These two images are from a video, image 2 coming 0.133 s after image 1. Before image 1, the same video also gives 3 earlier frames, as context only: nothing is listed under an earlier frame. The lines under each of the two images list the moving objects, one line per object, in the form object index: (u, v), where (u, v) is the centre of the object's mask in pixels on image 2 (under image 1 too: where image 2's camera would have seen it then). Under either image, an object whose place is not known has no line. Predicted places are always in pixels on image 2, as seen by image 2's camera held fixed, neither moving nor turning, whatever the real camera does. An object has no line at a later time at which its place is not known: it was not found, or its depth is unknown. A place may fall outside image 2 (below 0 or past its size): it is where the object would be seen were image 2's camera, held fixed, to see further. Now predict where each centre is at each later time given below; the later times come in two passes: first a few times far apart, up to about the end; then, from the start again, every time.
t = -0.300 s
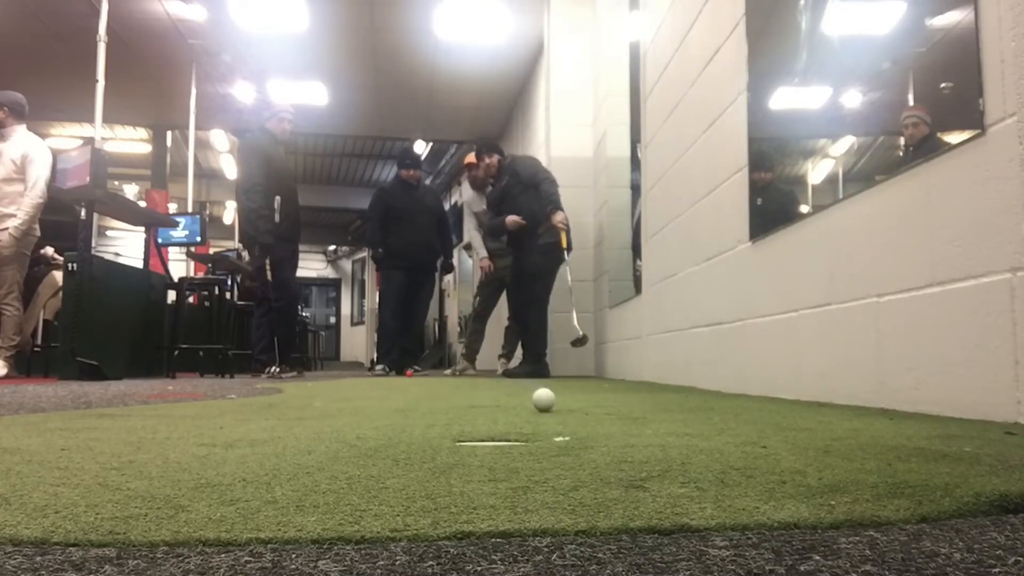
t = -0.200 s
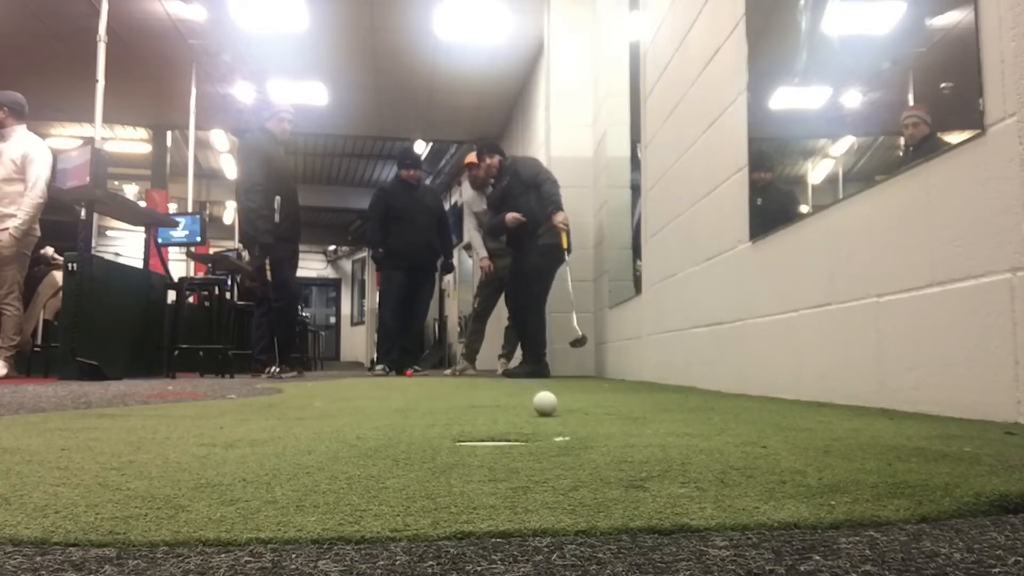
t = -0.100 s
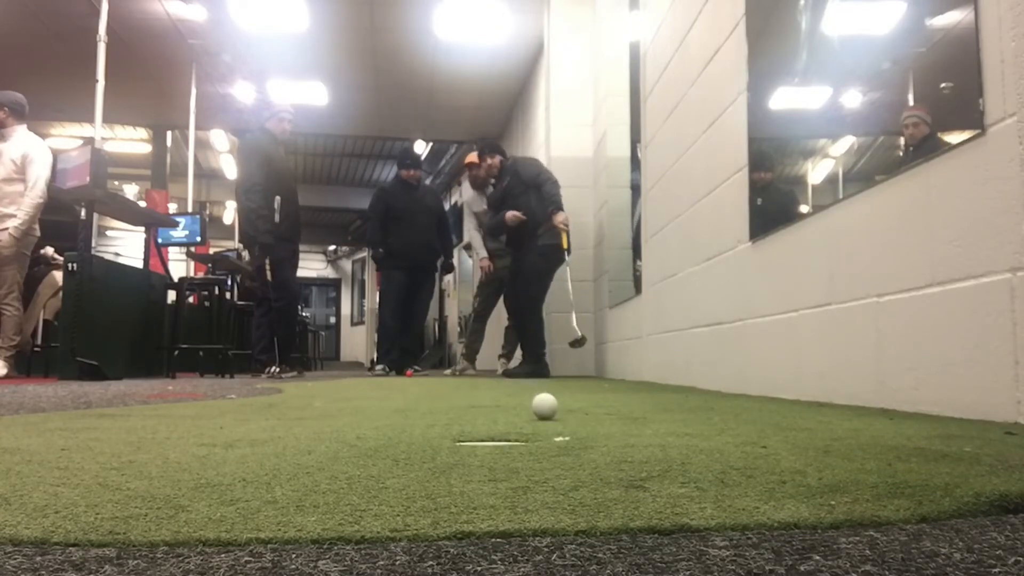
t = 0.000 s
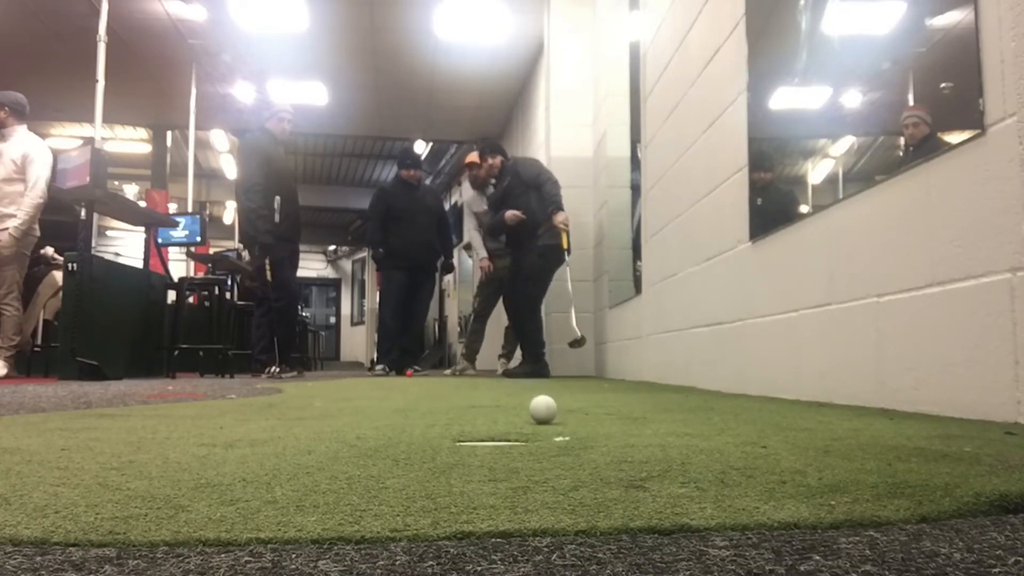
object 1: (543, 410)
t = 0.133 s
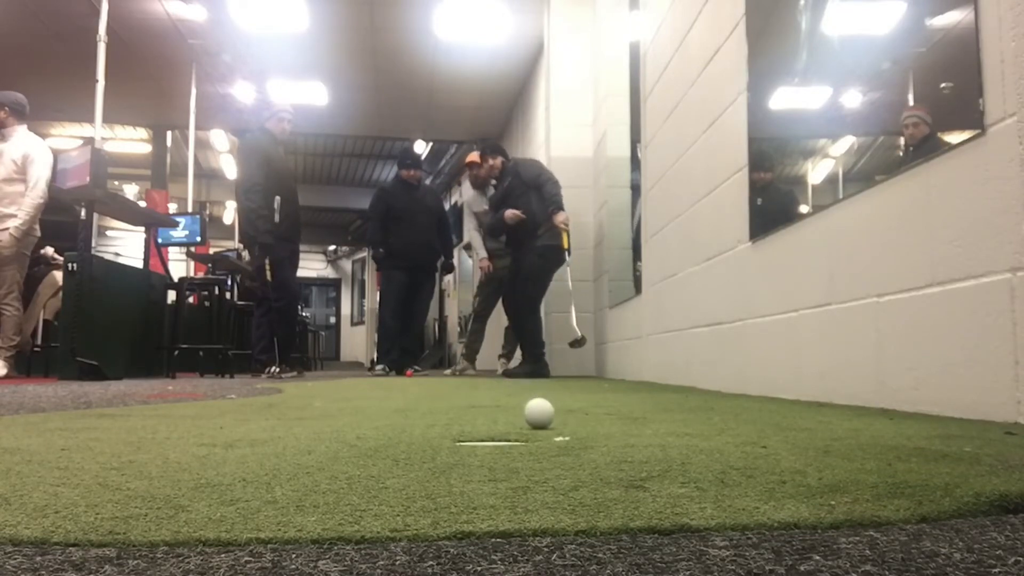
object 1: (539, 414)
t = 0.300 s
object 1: (532, 420)
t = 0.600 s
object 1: (424, 427)
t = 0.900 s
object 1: (277, 436)
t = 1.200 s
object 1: (130, 442)
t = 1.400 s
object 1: (46, 444)
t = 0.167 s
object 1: (538, 414)
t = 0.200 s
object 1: (537, 415)
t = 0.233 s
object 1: (535, 416)
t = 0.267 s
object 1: (534, 417)
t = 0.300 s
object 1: (532, 420)
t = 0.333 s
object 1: (530, 423)
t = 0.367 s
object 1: (527, 427)
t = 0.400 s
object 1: (518, 429)
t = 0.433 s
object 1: (503, 427)
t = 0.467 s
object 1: (486, 425)
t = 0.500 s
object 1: (471, 424)
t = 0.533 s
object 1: (455, 424)
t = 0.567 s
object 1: (440, 426)
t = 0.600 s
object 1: (424, 427)
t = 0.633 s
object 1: (409, 428)
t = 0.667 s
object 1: (392, 429)
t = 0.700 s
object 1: (376, 431)
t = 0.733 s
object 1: (361, 431)
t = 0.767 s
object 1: (344, 433)
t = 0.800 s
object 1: (327, 433)
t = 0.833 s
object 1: (311, 434)
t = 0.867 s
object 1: (295, 435)
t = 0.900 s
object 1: (277, 436)
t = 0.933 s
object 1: (261, 438)
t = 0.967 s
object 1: (245, 438)
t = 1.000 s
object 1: (229, 438)
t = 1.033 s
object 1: (213, 439)
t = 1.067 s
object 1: (196, 440)
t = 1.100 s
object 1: (179, 441)
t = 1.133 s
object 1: (164, 442)
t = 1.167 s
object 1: (147, 442)
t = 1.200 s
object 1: (130, 442)
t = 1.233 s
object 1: (116, 442)
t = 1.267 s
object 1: (101, 443)
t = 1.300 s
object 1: (87, 444)
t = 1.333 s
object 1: (74, 444)
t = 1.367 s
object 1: (60, 444)
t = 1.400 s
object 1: (46, 444)
